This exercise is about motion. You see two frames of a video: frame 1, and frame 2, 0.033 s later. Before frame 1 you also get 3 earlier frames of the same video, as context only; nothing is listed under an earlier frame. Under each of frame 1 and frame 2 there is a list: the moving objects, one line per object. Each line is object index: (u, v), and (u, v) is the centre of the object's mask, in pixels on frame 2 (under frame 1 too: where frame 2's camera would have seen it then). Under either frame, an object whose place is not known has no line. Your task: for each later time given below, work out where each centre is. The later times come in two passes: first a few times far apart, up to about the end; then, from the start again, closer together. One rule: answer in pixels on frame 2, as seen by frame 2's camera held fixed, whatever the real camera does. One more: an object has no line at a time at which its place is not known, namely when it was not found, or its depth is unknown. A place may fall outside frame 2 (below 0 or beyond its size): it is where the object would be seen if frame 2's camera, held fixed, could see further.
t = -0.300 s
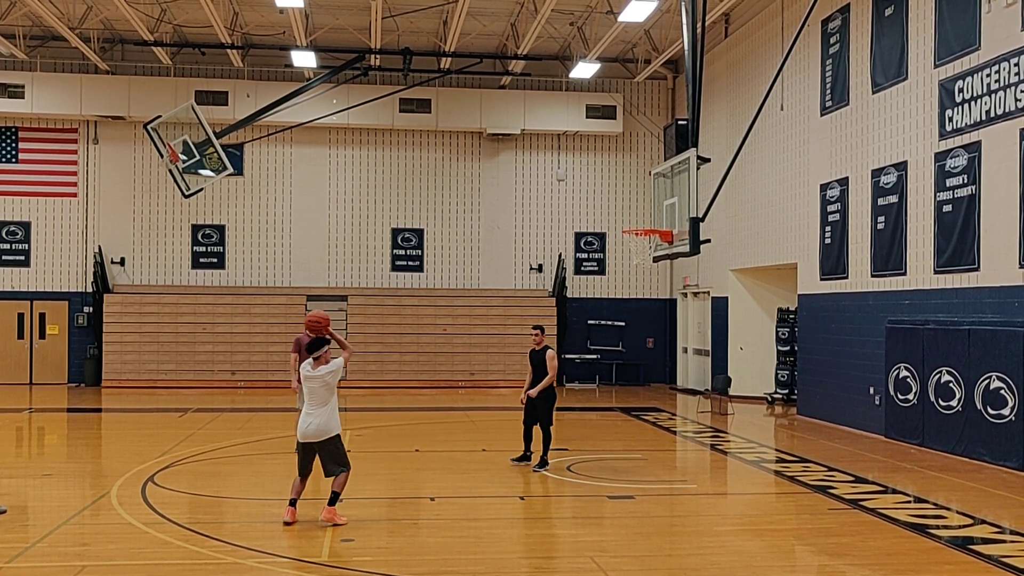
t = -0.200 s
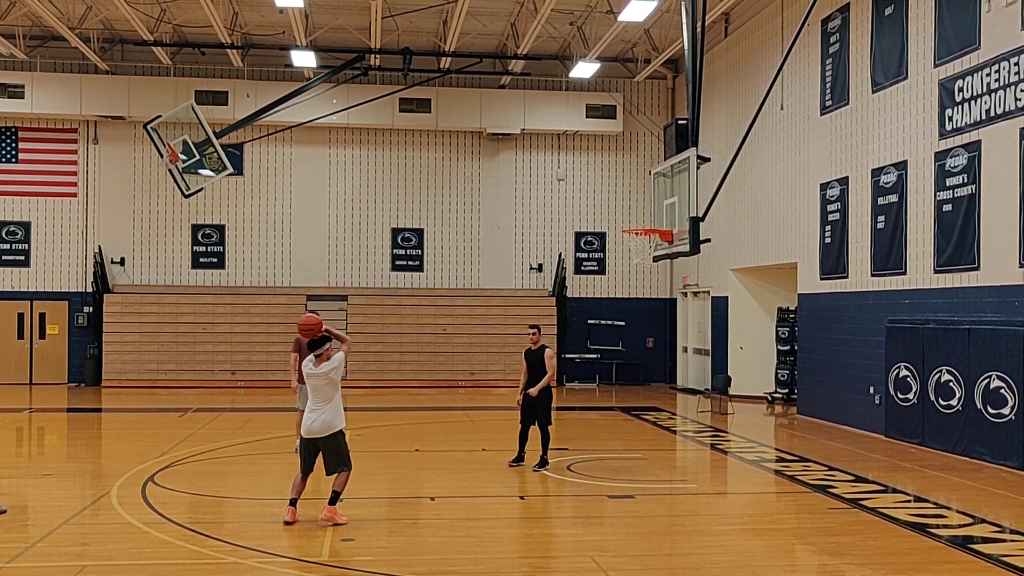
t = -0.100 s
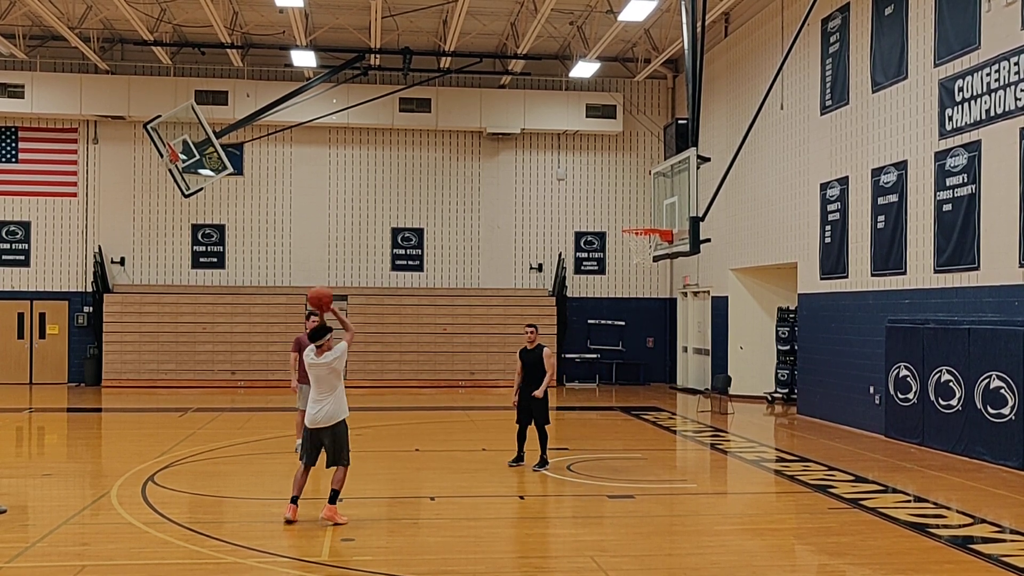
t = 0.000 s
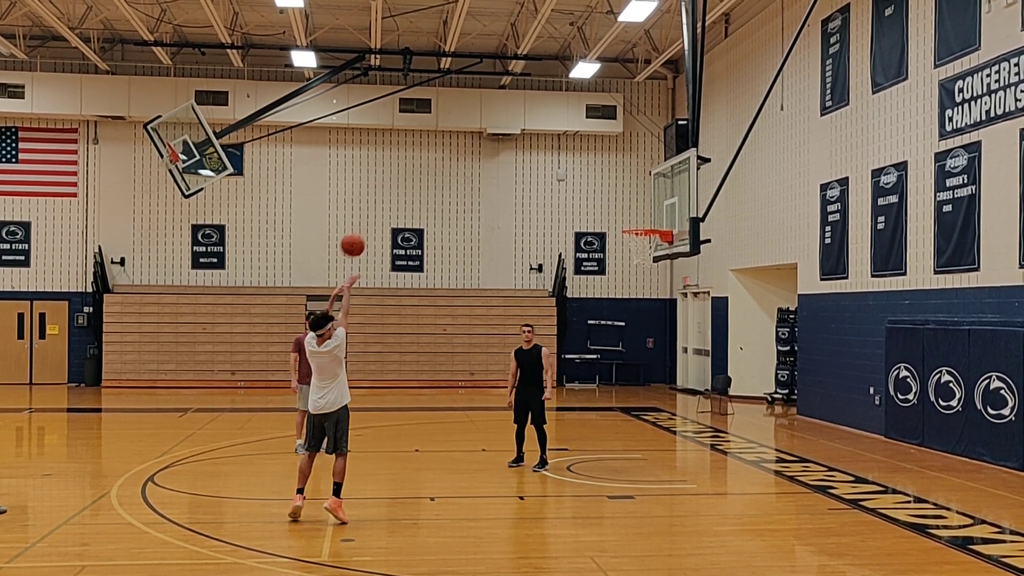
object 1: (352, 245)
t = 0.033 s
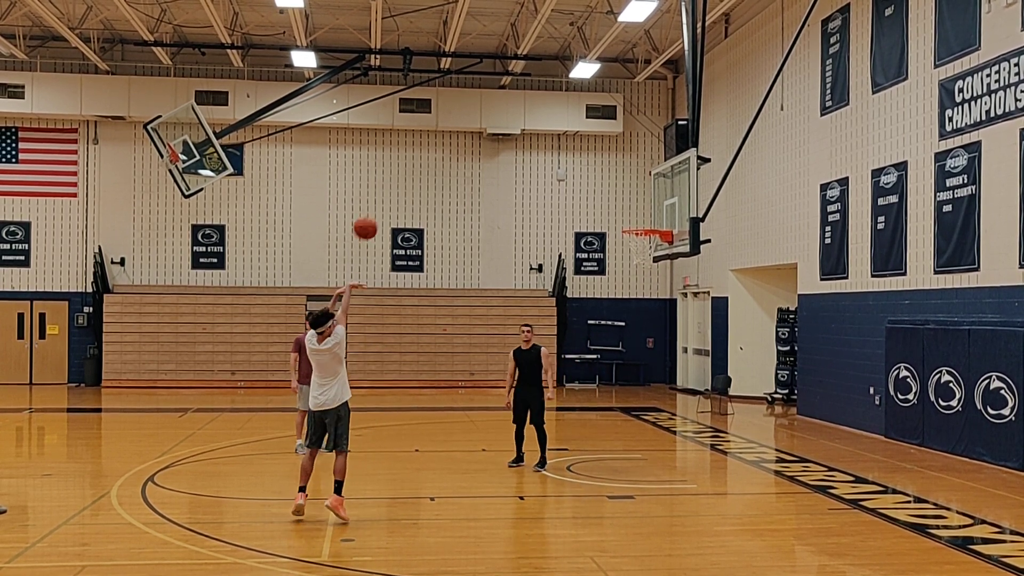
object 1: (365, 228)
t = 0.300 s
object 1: (457, 140)
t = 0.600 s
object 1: (543, 129)
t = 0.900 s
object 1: (613, 188)
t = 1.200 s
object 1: (640, 230)
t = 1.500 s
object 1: (630, 222)
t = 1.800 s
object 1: (628, 222)
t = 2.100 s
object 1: (617, 232)
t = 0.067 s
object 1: (378, 213)
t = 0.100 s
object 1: (390, 199)
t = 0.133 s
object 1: (401, 186)
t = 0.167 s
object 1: (413, 174)
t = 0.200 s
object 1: (424, 164)
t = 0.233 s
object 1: (436, 154)
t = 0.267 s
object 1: (447, 147)
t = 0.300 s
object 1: (457, 140)
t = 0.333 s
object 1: (467, 135)
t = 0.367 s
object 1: (478, 131)
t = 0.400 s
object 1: (487, 128)
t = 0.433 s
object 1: (497, 126)
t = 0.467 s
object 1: (506, 125)
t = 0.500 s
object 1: (516, 124)
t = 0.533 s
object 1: (525, 125)
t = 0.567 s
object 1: (534, 127)
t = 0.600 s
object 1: (543, 129)
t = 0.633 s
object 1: (551, 133)
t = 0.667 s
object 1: (560, 137)
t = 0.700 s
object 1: (567, 142)
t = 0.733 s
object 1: (575, 147)
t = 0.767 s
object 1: (583, 154)
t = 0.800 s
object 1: (591, 161)
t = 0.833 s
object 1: (599, 170)
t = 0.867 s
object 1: (606, 179)
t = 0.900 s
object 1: (613, 188)
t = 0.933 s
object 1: (621, 199)
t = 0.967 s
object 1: (628, 209)
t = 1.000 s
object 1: (634, 221)
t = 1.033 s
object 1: (640, 229)
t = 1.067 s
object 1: (645, 231)
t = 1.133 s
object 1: (636, 230)
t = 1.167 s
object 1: (633, 231)
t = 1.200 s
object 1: (640, 230)
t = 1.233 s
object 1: (644, 230)
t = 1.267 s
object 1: (645, 229)
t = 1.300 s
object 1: (647, 228)
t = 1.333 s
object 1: (644, 224)
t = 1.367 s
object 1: (638, 224)
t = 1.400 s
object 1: (633, 224)
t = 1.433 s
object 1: (632, 222)
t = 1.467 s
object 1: (631, 222)
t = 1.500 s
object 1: (630, 222)
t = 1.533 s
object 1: (629, 222)
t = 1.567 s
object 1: (628, 222)
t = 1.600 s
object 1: (628, 222)
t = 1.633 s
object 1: (628, 222)
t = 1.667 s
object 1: (628, 222)
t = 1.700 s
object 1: (628, 222)
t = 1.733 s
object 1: (628, 222)
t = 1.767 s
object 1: (628, 222)
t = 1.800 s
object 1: (628, 222)
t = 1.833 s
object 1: (627, 222)
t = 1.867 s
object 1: (626, 222)
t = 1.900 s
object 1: (626, 223)
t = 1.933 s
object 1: (625, 223)
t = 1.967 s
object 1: (623, 224)
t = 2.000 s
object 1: (622, 225)
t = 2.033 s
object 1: (620, 226)
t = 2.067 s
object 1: (618, 229)
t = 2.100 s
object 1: (617, 232)
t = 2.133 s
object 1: (615, 236)
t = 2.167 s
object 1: (614, 241)
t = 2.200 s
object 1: (612, 246)
